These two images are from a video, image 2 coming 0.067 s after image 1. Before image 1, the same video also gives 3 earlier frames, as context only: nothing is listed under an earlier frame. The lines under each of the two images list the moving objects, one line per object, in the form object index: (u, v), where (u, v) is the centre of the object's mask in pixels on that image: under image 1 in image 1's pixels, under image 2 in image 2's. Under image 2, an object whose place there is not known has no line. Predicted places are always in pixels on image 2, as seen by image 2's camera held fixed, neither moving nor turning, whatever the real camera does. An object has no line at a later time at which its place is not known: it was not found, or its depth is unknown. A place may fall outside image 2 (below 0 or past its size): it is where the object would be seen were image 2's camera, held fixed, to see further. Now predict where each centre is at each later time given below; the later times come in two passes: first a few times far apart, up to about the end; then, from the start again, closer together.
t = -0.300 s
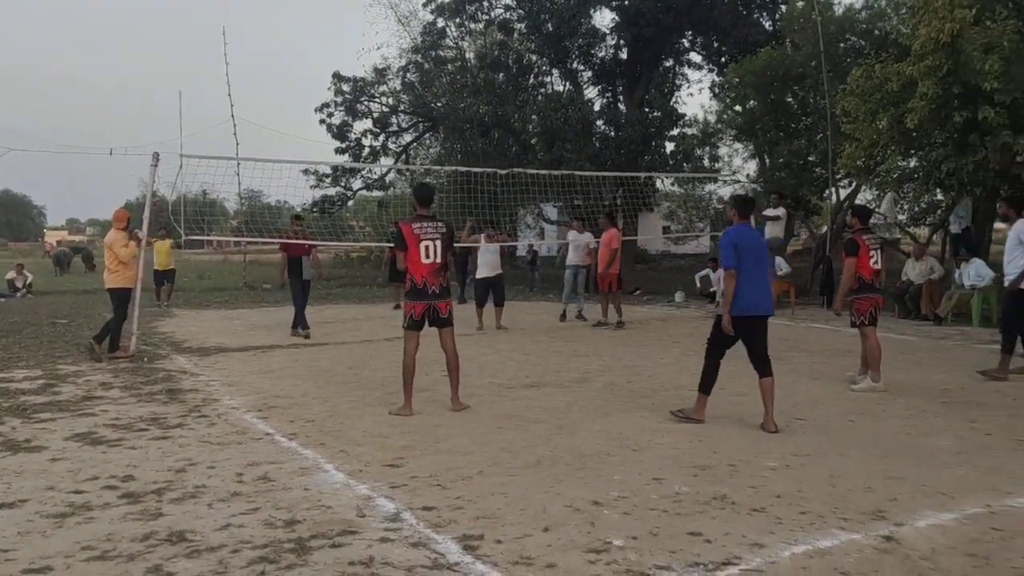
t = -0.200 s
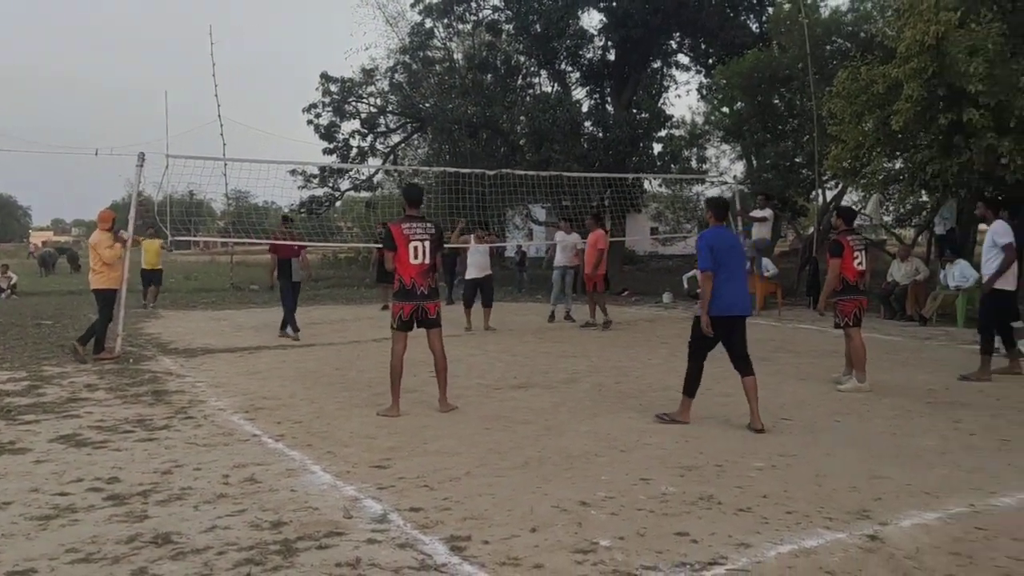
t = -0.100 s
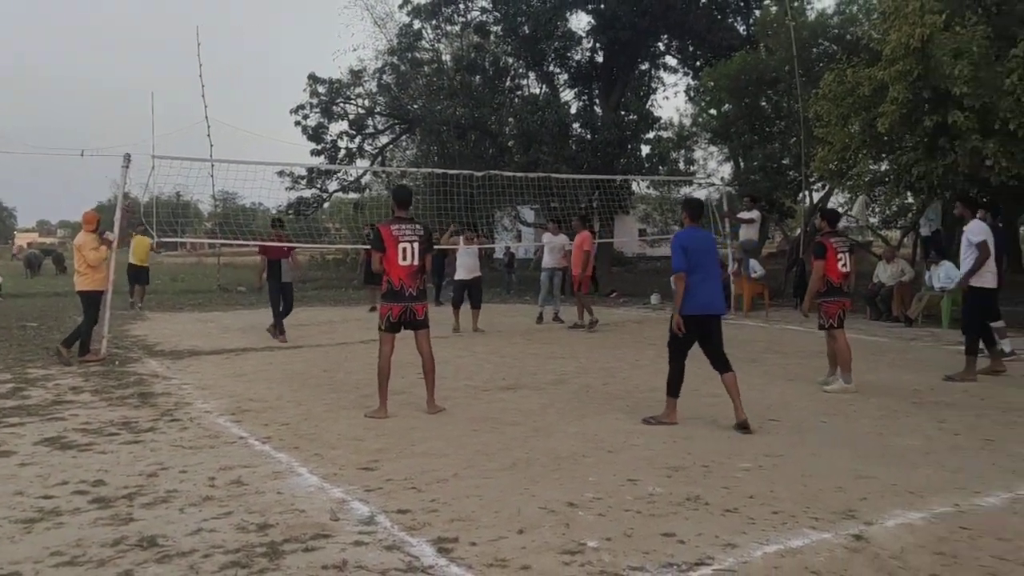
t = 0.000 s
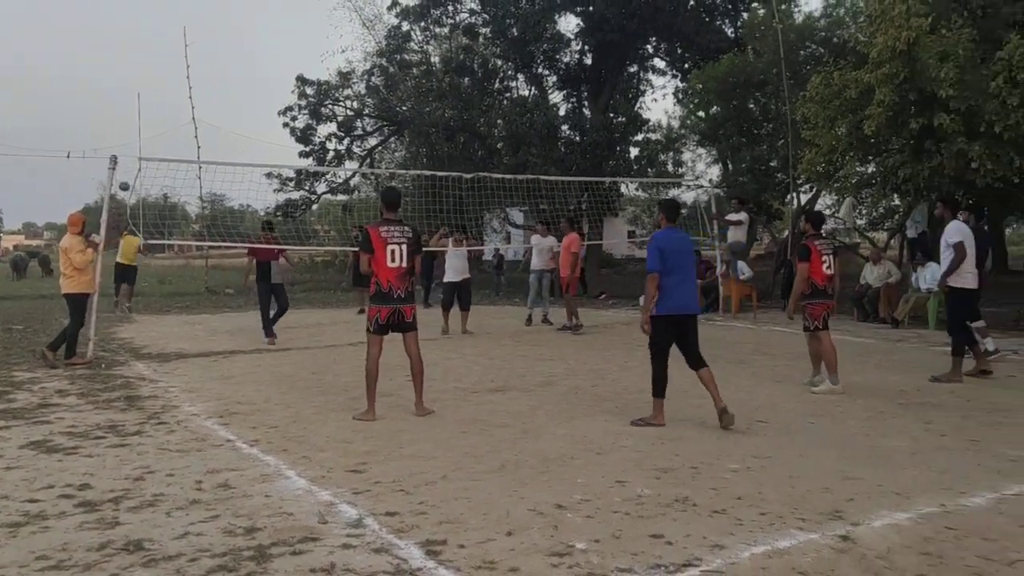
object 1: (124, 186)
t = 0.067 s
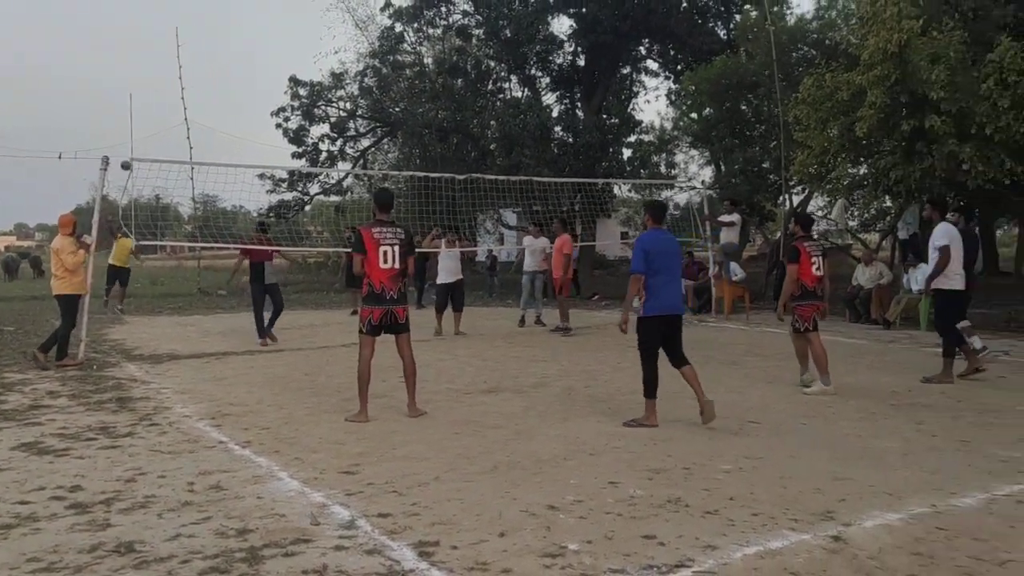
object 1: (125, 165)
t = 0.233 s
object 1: (153, 117)
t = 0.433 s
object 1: (191, 71)
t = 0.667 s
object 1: (240, 38)
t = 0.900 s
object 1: (298, 36)
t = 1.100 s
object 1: (354, 63)
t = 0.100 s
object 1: (130, 154)
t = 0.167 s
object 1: (141, 135)
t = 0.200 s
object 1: (147, 125)
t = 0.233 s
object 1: (153, 117)
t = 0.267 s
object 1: (158, 108)
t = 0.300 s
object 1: (164, 100)
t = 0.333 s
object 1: (171, 92)
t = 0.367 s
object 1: (178, 84)
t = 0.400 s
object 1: (184, 77)
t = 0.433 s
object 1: (191, 71)
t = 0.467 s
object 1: (197, 64)
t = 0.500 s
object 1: (204, 58)
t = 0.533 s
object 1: (211, 53)
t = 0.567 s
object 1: (218, 49)
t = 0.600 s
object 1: (225, 44)
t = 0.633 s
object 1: (232, 41)
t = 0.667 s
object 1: (240, 38)
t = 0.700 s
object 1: (247, 36)
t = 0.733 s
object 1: (255, 34)
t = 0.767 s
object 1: (263, 33)
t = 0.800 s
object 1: (272, 33)
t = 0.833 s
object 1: (280, 33)
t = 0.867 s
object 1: (289, 34)
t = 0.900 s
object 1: (298, 36)
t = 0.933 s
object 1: (307, 38)
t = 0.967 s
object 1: (316, 41)
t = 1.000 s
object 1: (325, 45)
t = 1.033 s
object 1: (335, 51)
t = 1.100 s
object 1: (354, 63)
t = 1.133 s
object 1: (365, 71)
